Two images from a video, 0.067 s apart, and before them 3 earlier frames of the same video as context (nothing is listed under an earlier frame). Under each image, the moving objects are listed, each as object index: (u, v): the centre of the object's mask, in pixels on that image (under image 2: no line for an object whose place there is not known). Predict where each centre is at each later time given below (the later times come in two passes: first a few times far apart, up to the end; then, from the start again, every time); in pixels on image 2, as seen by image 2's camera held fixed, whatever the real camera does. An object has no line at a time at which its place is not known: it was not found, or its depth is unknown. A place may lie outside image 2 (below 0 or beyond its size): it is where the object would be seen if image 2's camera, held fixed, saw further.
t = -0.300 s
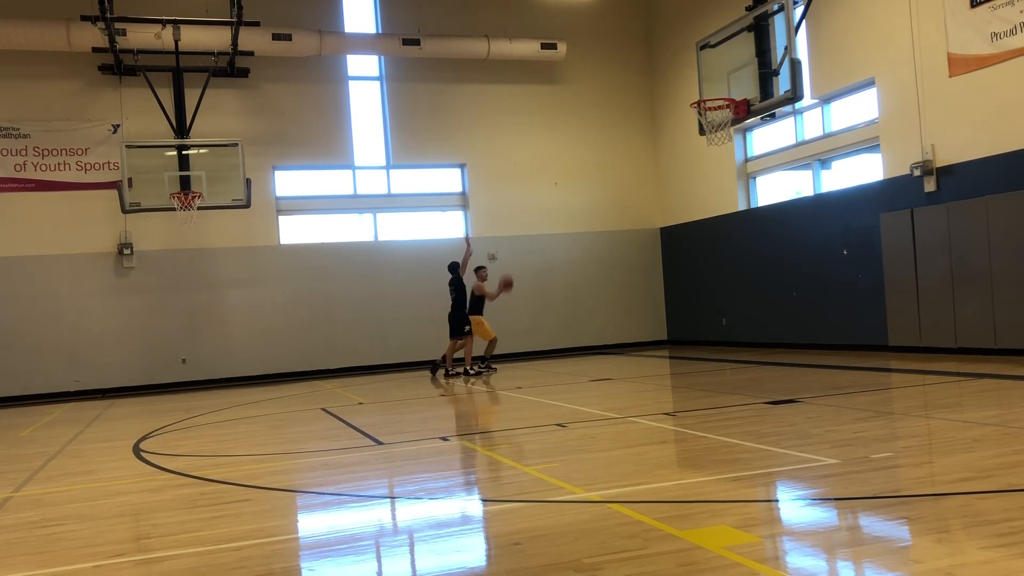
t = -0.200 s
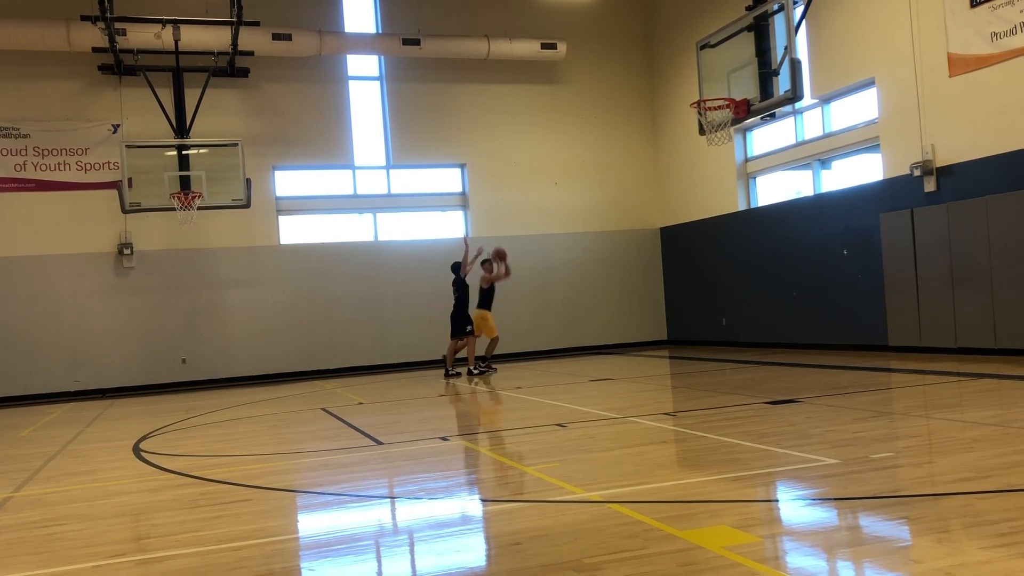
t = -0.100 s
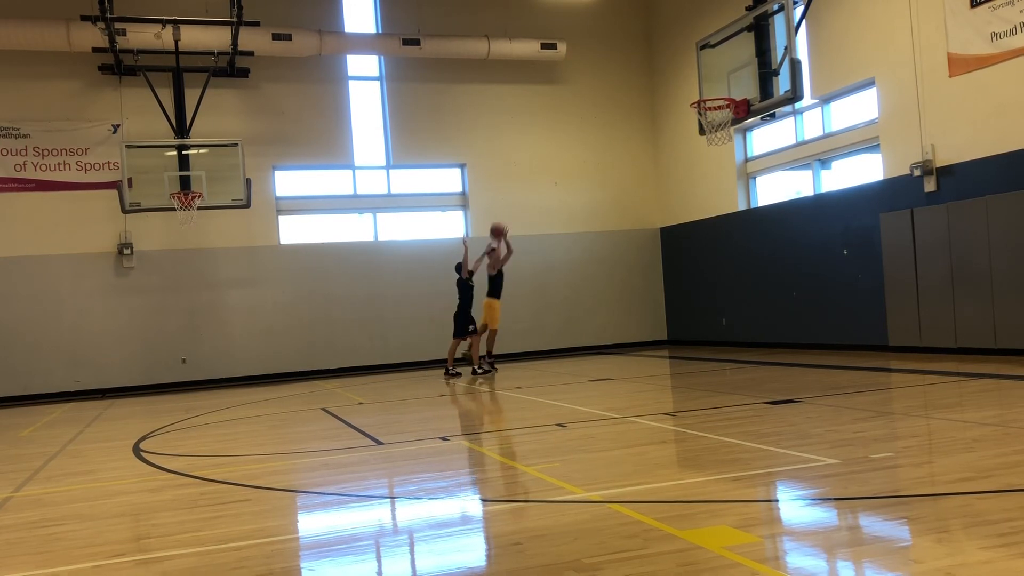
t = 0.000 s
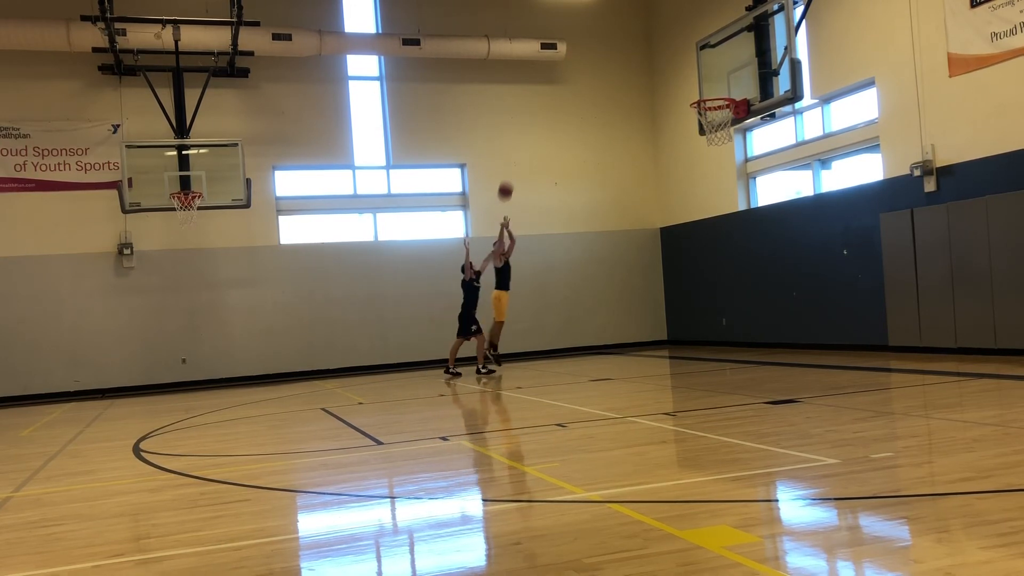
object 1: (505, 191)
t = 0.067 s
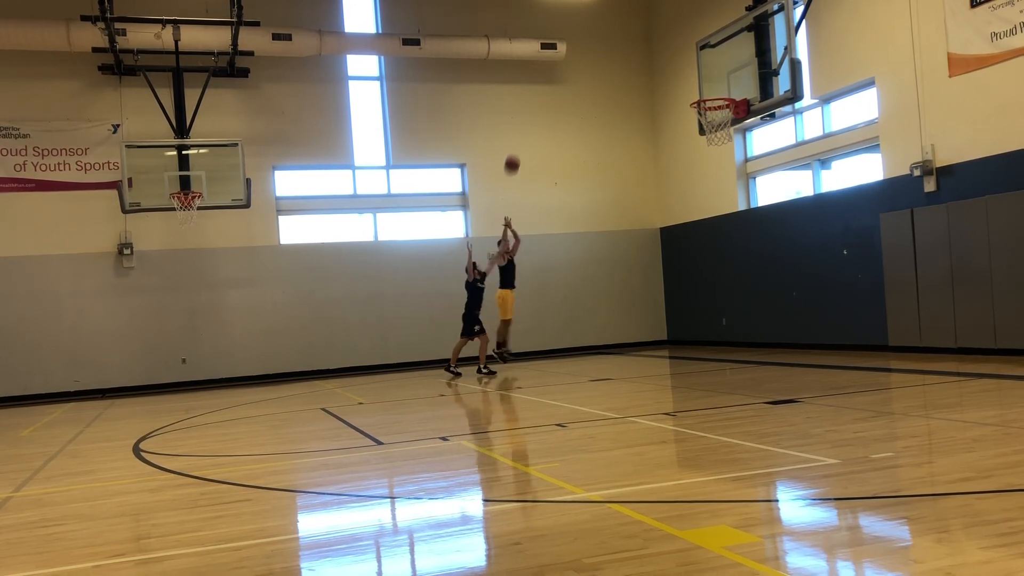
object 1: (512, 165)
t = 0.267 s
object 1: (535, 98)
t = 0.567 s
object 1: (575, 41)
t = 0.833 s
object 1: (621, 39)
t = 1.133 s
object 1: (683, 106)
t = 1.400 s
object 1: (753, 240)
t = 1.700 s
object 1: (808, 306)
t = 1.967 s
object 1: (822, 201)
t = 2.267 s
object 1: (843, 159)
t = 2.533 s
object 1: (871, 202)
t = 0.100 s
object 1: (515, 152)
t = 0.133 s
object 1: (519, 140)
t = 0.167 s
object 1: (523, 129)
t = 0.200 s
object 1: (527, 118)
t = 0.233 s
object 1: (530, 108)
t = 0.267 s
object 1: (535, 98)
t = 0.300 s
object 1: (538, 90)
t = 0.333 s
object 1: (543, 81)
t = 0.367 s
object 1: (548, 73)
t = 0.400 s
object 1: (552, 66)
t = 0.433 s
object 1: (556, 60)
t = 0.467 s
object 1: (562, 54)
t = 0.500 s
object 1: (566, 48)
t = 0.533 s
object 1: (571, 44)
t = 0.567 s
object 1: (575, 41)
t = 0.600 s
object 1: (581, 37)
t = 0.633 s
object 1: (586, 35)
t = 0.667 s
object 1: (592, 34)
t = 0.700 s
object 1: (597, 33)
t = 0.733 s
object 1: (603, 34)
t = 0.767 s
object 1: (609, 35)
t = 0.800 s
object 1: (615, 36)
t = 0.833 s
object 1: (621, 39)
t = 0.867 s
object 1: (627, 43)
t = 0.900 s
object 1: (634, 47)
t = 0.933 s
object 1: (640, 53)
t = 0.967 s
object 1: (648, 59)
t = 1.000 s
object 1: (654, 67)
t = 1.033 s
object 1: (661, 76)
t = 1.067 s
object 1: (670, 85)
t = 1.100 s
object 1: (677, 95)
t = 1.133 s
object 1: (683, 106)
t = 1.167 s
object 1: (690, 120)
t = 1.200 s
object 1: (698, 133)
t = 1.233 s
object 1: (708, 151)
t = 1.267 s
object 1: (717, 164)
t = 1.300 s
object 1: (726, 181)
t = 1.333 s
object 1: (733, 198)
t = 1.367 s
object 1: (744, 220)
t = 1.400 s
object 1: (753, 240)
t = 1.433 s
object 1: (762, 262)
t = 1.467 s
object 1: (771, 286)
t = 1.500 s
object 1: (781, 312)
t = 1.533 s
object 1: (792, 337)
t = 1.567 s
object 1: (803, 370)
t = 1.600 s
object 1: (806, 362)
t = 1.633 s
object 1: (806, 342)
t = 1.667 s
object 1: (807, 325)
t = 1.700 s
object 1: (808, 306)
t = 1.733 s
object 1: (810, 289)
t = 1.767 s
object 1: (811, 273)
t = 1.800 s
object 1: (813, 259)
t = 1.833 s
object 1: (814, 245)
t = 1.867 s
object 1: (817, 232)
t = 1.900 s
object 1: (818, 220)
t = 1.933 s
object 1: (820, 210)
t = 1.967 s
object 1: (822, 201)
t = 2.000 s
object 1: (824, 193)
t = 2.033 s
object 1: (826, 184)
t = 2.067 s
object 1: (827, 176)
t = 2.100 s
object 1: (830, 170)
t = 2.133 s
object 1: (832, 166)
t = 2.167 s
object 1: (835, 162)
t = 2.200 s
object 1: (837, 160)
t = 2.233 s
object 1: (841, 159)
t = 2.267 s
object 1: (843, 159)
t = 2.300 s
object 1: (846, 160)
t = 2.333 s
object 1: (849, 162)
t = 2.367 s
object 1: (853, 165)
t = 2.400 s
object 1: (856, 171)
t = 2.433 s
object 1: (860, 178)
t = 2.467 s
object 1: (864, 185)
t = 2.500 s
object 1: (867, 193)
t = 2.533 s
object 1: (871, 202)
